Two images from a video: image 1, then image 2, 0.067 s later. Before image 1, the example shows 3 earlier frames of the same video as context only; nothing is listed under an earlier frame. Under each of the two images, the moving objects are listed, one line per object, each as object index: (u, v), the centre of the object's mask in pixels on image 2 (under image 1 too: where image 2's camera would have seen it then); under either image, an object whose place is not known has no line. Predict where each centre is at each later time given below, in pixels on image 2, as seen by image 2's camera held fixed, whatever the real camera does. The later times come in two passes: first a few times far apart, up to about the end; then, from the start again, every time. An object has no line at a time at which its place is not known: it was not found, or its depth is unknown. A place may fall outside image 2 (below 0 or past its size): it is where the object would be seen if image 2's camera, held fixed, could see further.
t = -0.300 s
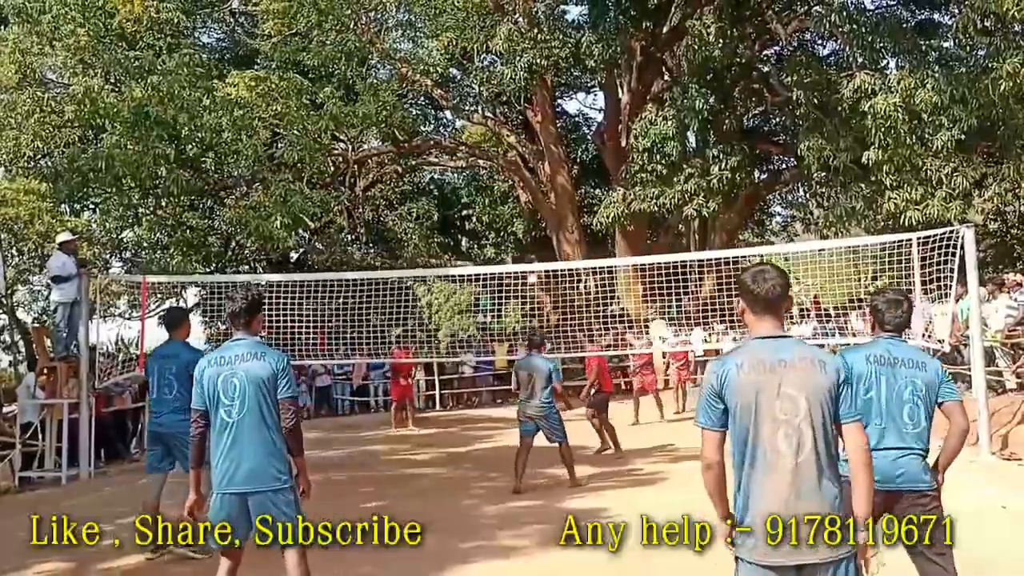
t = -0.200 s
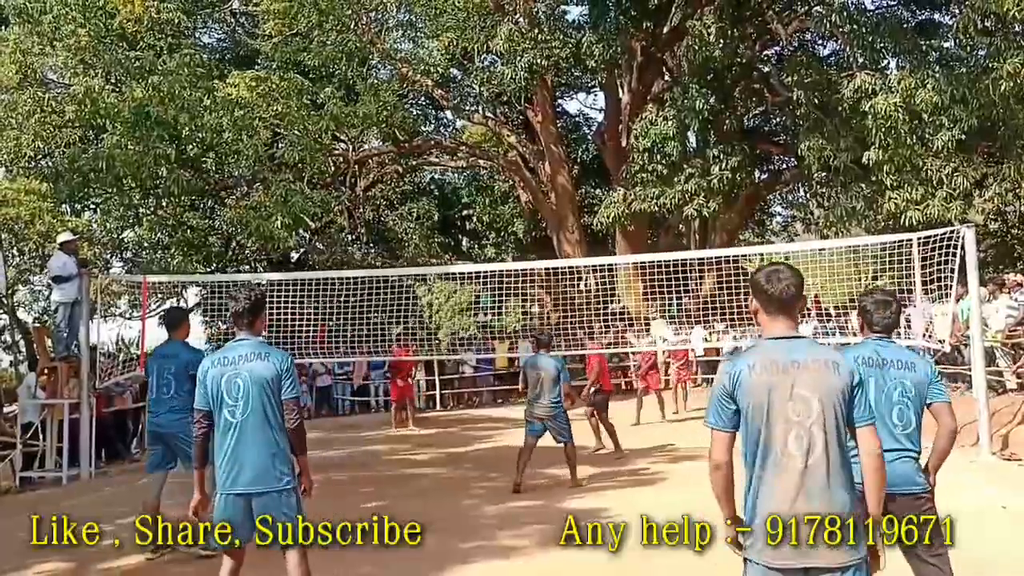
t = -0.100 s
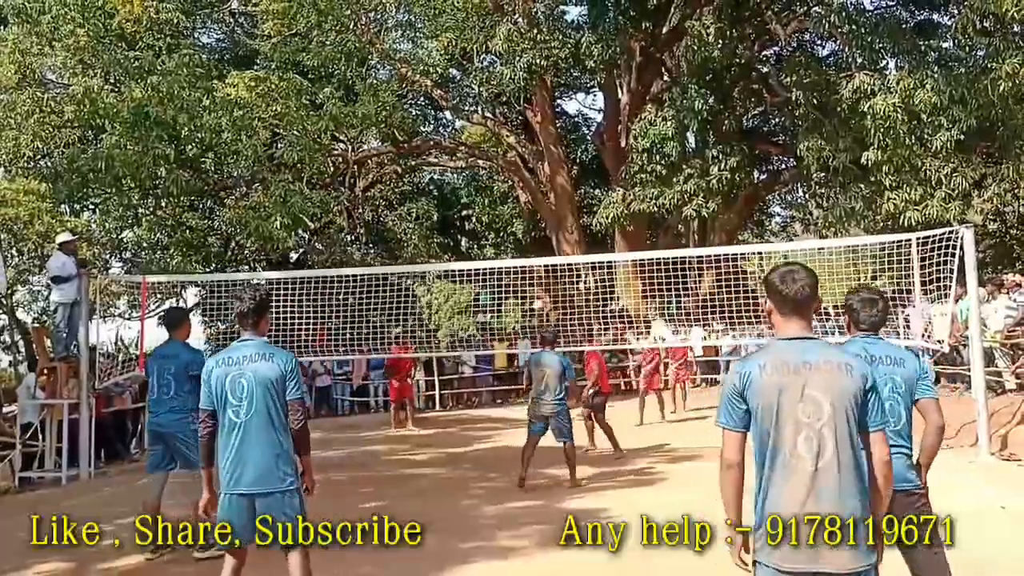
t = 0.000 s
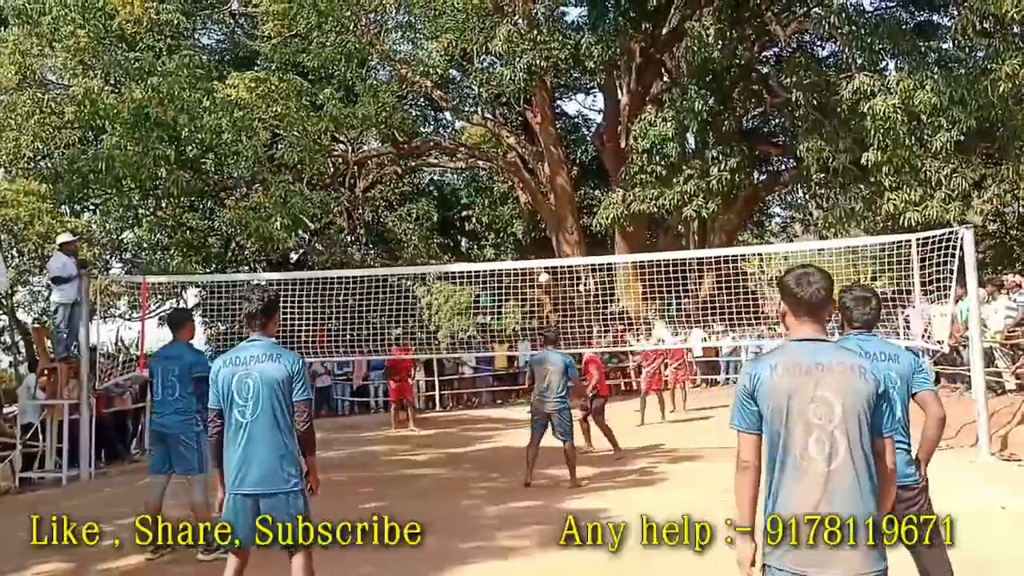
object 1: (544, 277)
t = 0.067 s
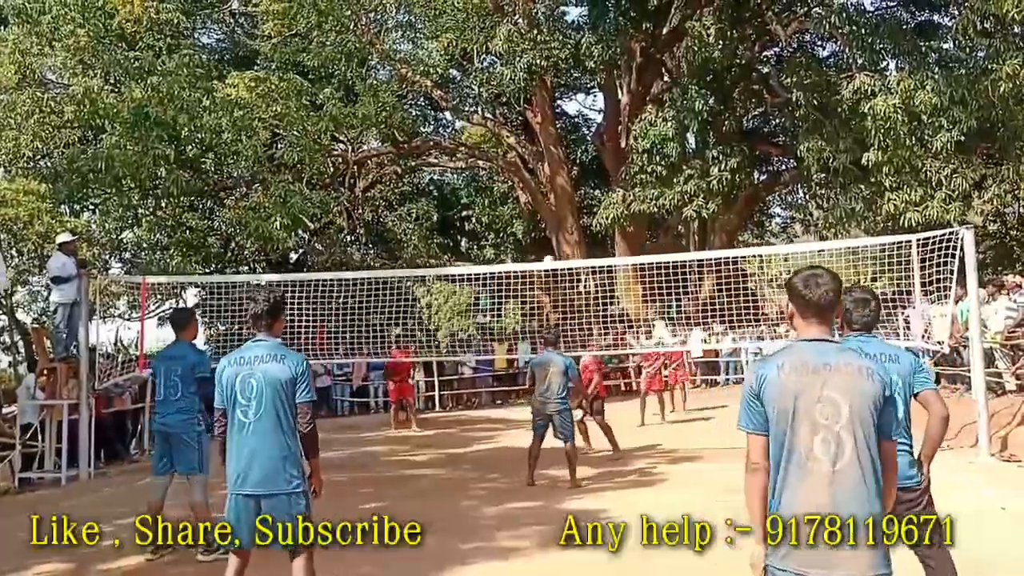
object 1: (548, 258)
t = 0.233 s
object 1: (562, 219)
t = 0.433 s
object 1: (584, 180)
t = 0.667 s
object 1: (628, 163)
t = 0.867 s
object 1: (696, 196)
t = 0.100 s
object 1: (551, 252)
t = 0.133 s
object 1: (553, 243)
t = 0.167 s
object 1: (556, 235)
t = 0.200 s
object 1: (558, 226)
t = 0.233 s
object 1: (562, 219)
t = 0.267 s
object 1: (565, 212)
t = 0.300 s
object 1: (569, 204)
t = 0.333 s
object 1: (572, 197)
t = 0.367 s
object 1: (576, 192)
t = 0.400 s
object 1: (580, 184)
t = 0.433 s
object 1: (584, 180)
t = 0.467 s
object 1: (589, 175)
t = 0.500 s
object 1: (594, 171)
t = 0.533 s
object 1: (600, 168)
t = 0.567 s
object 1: (606, 165)
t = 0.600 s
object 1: (612, 163)
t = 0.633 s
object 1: (620, 163)
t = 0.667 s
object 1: (628, 163)
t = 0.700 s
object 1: (636, 164)
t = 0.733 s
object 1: (646, 166)
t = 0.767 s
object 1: (657, 171)
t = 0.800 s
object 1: (669, 177)
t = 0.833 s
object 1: (682, 185)
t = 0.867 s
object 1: (696, 196)
